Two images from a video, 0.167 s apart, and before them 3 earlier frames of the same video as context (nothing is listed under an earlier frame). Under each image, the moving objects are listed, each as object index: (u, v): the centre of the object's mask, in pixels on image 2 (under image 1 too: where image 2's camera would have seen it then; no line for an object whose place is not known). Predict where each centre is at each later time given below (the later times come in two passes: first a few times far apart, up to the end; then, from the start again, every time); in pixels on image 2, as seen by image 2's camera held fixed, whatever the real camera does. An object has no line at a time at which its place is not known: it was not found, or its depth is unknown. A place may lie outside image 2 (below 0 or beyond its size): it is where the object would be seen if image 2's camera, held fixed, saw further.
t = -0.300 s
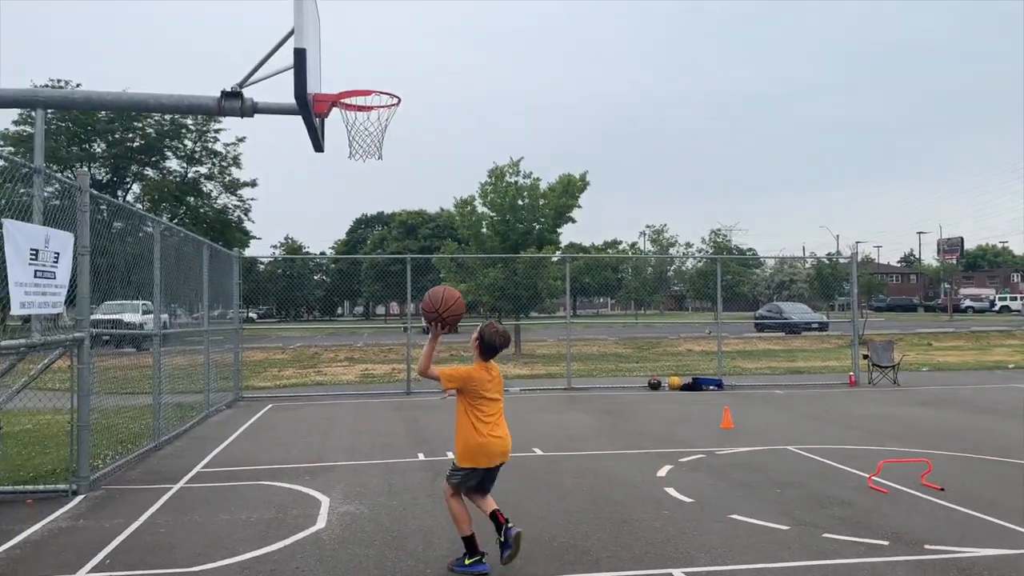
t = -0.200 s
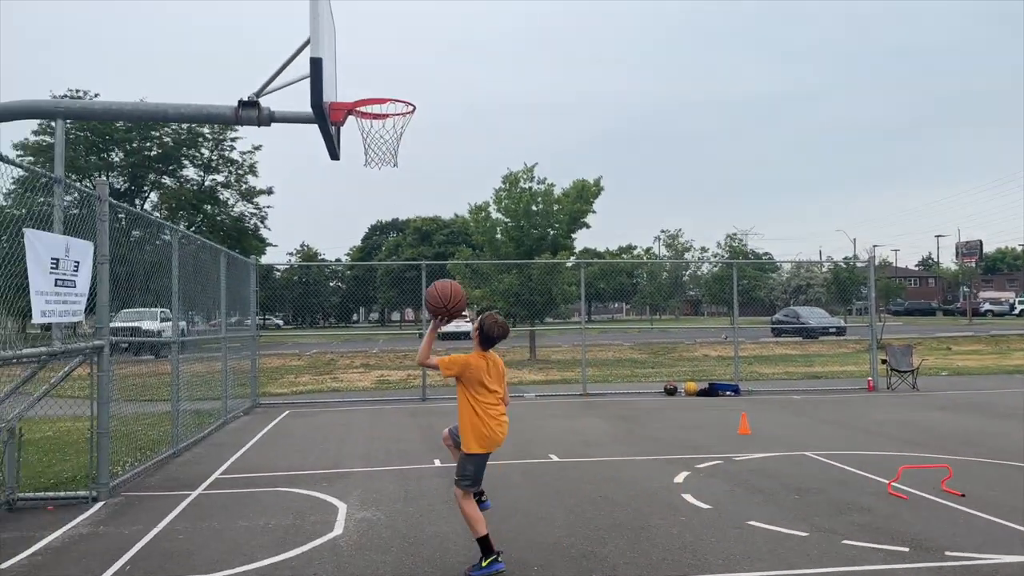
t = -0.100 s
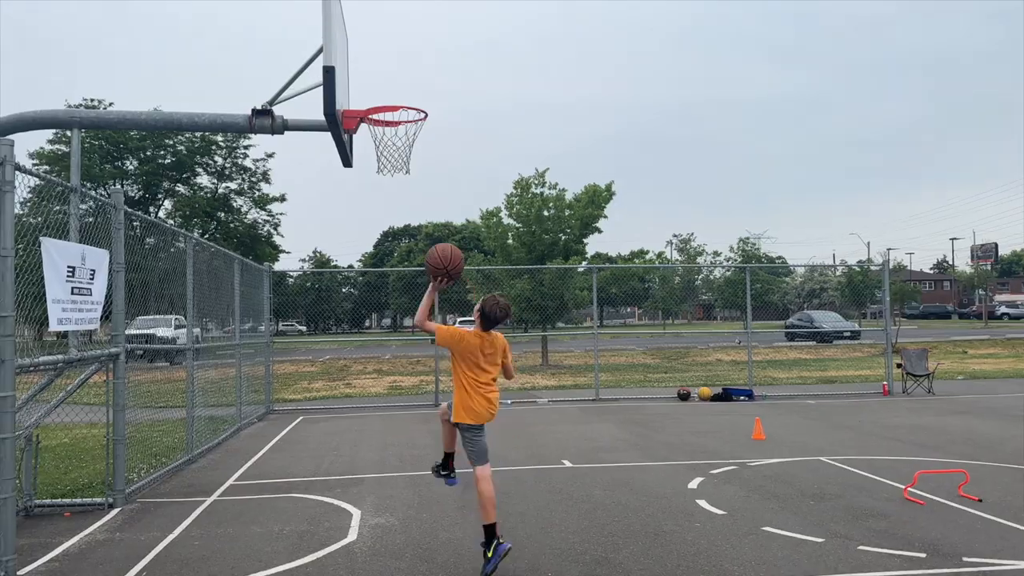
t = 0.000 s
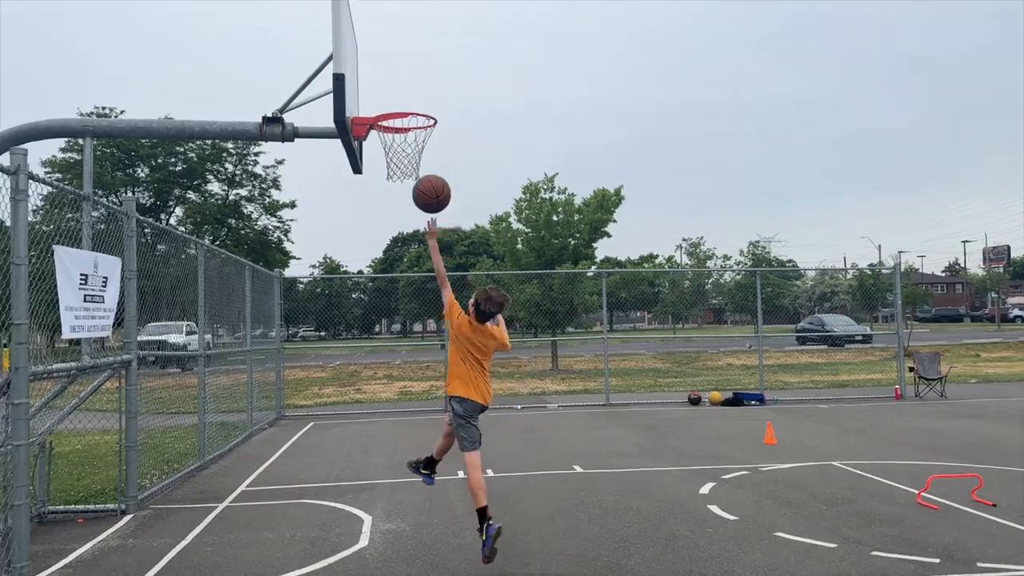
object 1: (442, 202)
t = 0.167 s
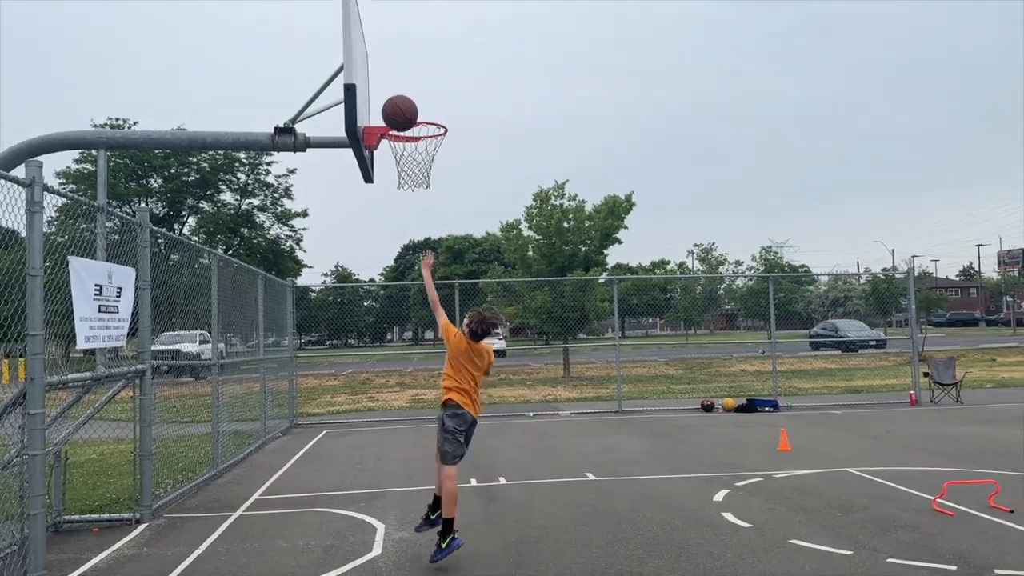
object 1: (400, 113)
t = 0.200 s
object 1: (392, 102)
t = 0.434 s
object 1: (387, 84)
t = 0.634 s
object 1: (406, 129)
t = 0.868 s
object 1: (425, 167)
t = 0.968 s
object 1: (433, 181)
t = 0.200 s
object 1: (392, 102)
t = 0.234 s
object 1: (384, 92)
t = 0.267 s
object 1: (377, 85)
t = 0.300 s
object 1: (374, 80)
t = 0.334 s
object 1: (377, 79)
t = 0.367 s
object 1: (380, 79)
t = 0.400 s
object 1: (384, 81)
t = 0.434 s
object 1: (387, 84)
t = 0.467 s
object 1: (391, 89)
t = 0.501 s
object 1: (394, 95)
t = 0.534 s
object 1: (397, 102)
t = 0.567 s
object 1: (400, 109)
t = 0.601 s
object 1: (403, 113)
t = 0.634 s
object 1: (406, 129)
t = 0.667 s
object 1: (409, 139)
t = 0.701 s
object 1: (411, 146)
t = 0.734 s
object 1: (414, 156)
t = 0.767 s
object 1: (417, 162)
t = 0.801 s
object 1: (420, 163)
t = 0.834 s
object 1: (423, 165)
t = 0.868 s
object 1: (425, 167)
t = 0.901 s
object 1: (428, 170)
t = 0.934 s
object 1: (430, 176)
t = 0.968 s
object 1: (433, 181)
